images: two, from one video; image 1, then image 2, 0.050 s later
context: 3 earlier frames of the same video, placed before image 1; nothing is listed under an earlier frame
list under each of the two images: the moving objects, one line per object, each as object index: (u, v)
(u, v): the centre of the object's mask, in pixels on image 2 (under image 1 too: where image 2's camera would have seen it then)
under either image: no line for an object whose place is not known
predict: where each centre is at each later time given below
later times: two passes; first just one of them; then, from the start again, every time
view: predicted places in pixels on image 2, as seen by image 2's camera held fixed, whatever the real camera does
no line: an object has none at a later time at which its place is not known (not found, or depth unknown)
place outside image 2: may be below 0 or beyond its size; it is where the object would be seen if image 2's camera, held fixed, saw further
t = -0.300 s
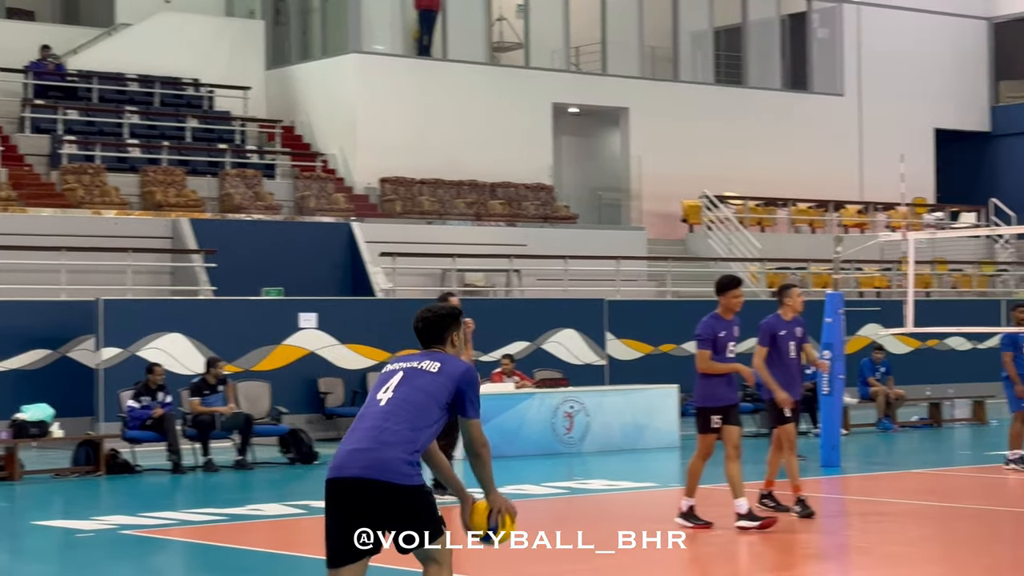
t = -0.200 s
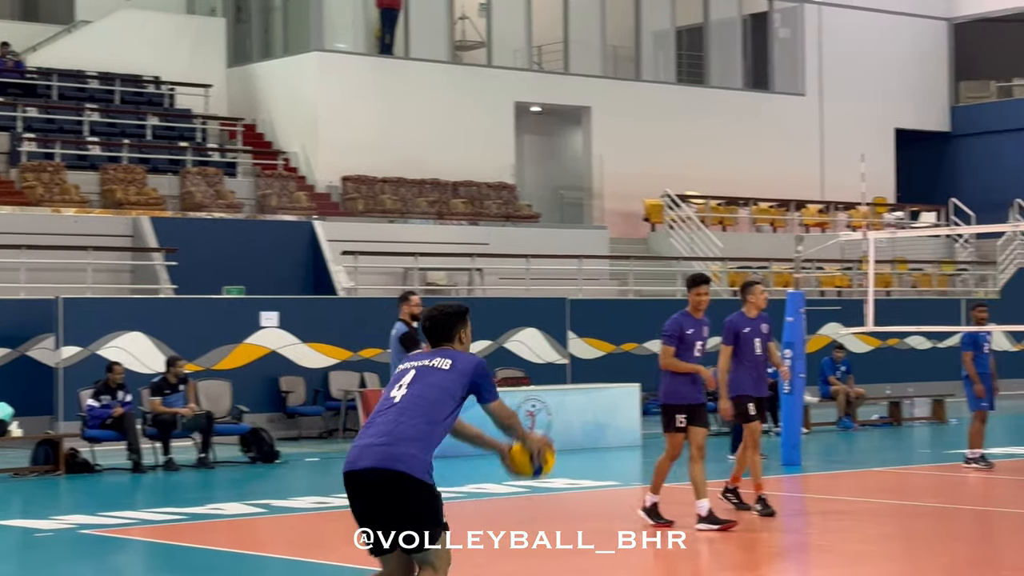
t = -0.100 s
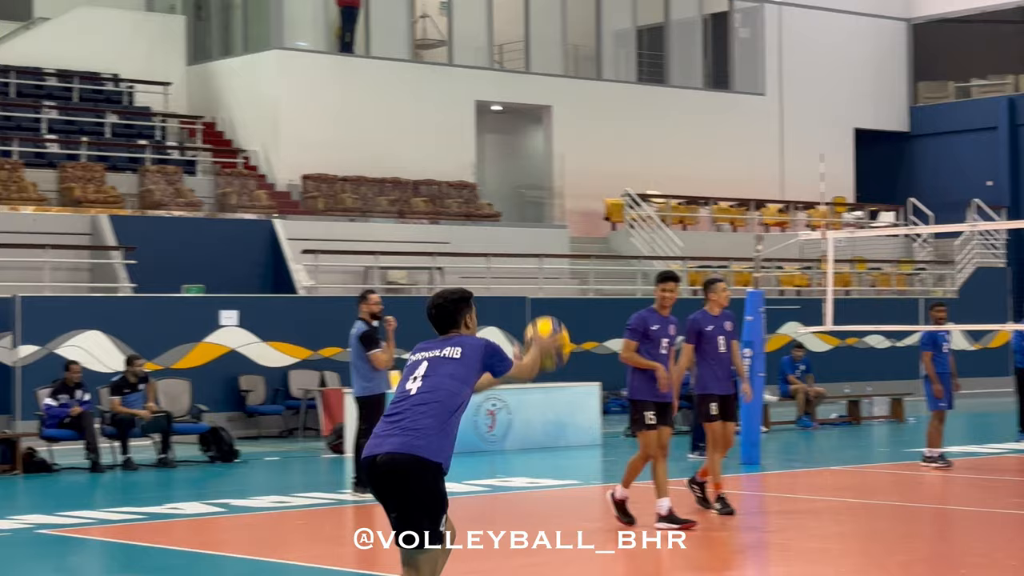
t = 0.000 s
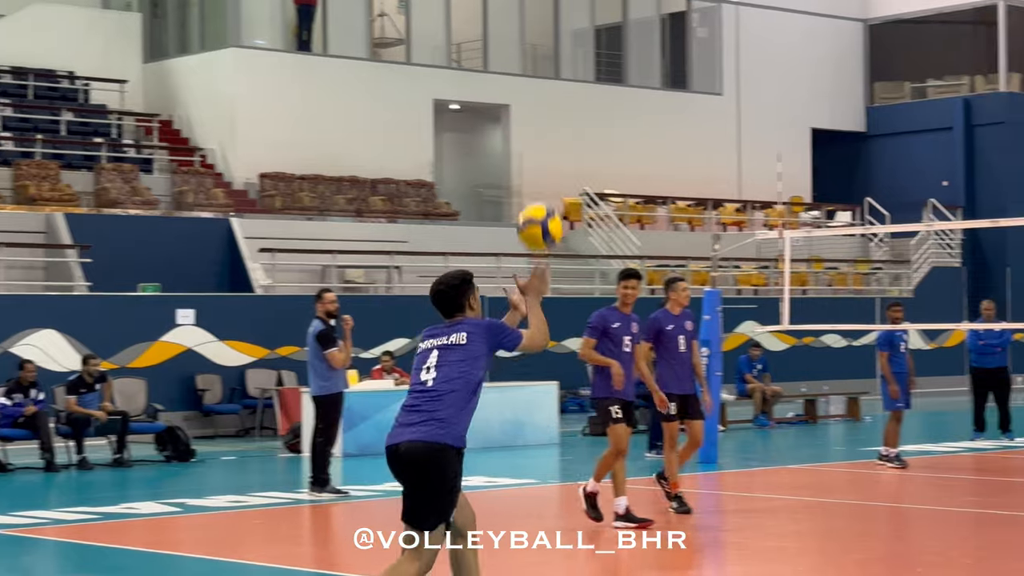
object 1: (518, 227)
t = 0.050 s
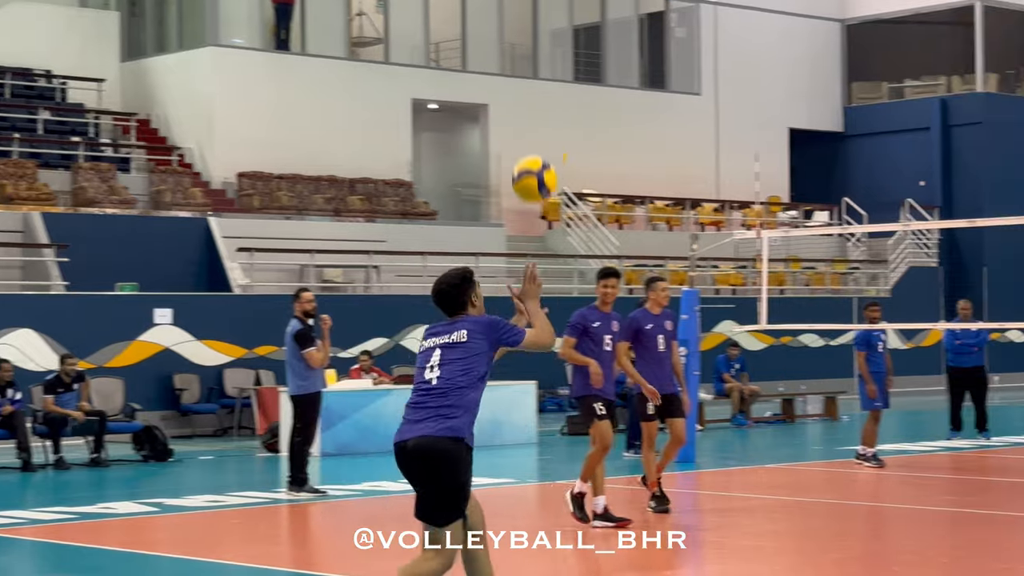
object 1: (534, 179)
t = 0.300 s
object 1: (613, 28)
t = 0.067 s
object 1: (539, 165)
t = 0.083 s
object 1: (545, 151)
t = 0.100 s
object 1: (550, 137)
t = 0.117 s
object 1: (556, 125)
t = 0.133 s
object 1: (561, 113)
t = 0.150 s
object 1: (566, 102)
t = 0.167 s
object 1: (572, 91)
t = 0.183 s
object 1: (577, 82)
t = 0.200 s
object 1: (582, 72)
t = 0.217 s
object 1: (587, 63)
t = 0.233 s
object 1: (592, 55)
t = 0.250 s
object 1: (598, 47)
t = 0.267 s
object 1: (603, 40)
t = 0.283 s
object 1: (608, 34)
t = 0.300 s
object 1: (613, 28)
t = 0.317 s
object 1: (619, 22)
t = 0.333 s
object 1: (624, 18)
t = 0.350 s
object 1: (629, 15)
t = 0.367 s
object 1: (634, 14)
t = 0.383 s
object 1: (640, 12)
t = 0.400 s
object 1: (645, 10)
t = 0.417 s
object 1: (650, 9)
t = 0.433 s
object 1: (655, 7)
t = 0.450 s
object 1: (660, 6)
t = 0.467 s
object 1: (665, 6)
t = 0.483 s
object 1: (671, 5)
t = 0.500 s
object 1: (675, 5)
